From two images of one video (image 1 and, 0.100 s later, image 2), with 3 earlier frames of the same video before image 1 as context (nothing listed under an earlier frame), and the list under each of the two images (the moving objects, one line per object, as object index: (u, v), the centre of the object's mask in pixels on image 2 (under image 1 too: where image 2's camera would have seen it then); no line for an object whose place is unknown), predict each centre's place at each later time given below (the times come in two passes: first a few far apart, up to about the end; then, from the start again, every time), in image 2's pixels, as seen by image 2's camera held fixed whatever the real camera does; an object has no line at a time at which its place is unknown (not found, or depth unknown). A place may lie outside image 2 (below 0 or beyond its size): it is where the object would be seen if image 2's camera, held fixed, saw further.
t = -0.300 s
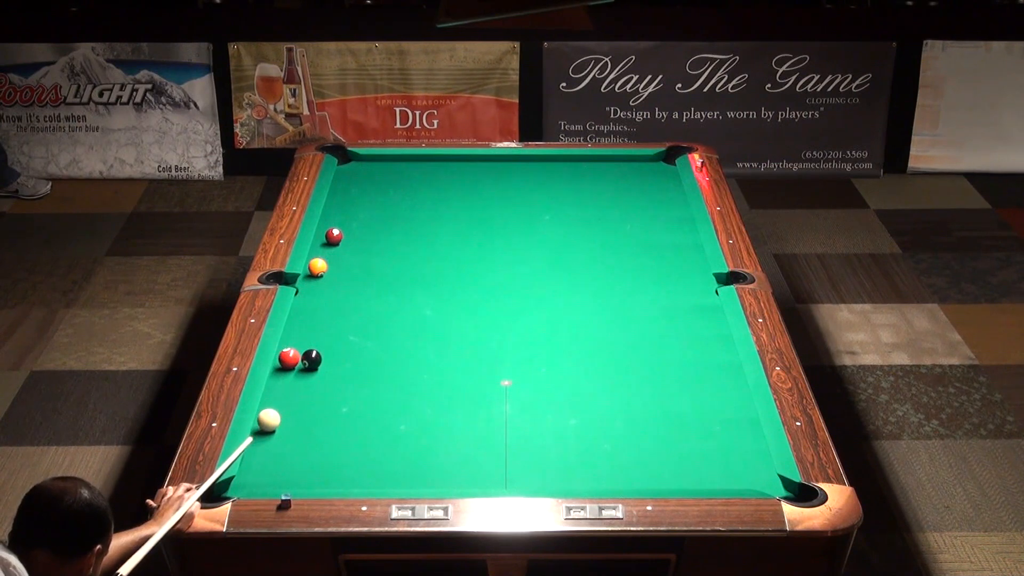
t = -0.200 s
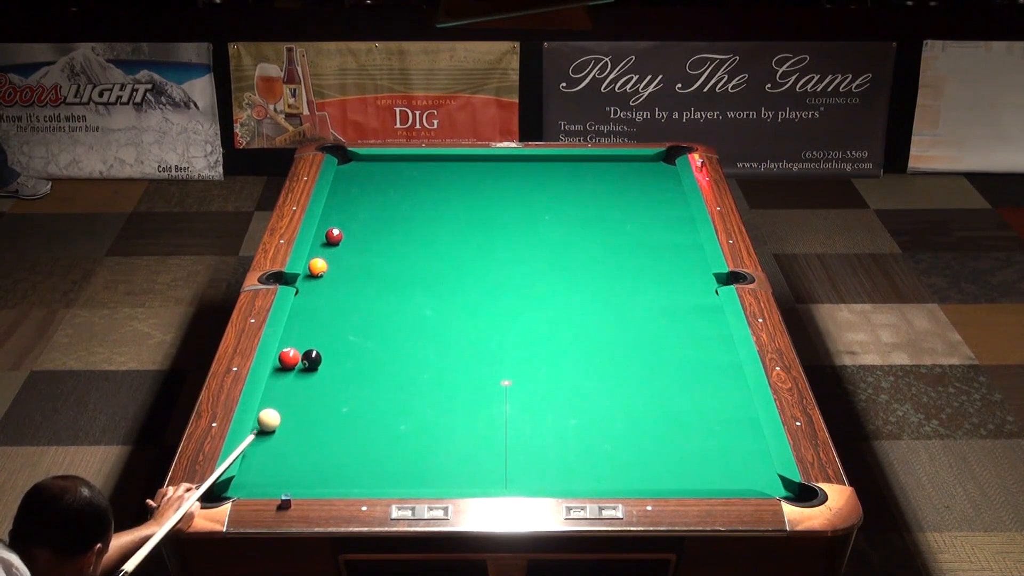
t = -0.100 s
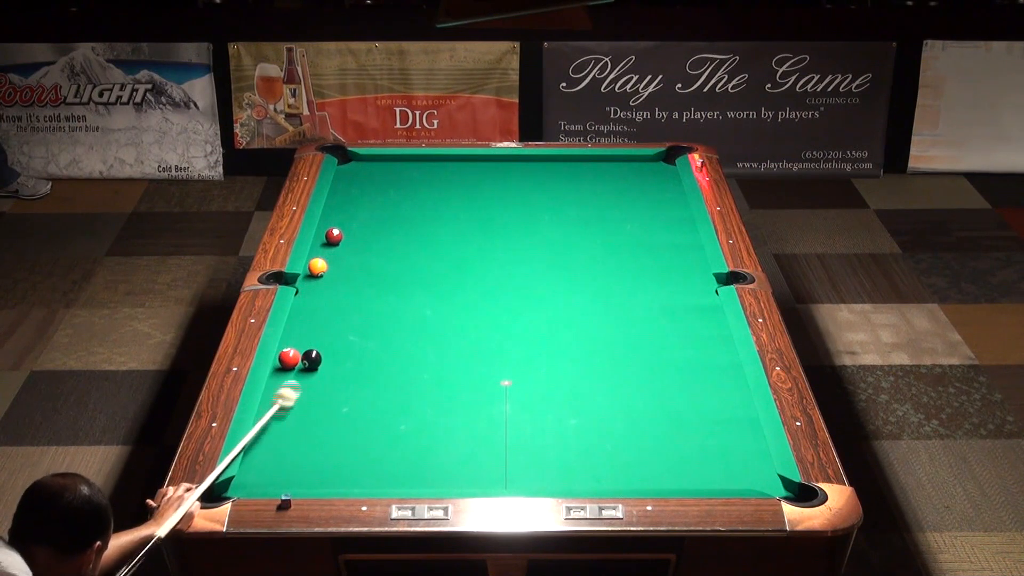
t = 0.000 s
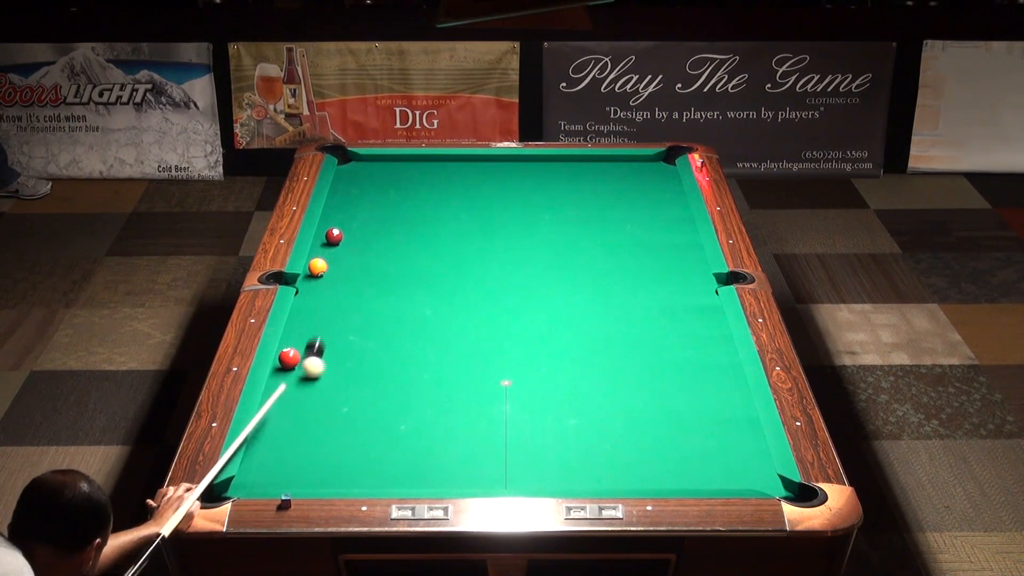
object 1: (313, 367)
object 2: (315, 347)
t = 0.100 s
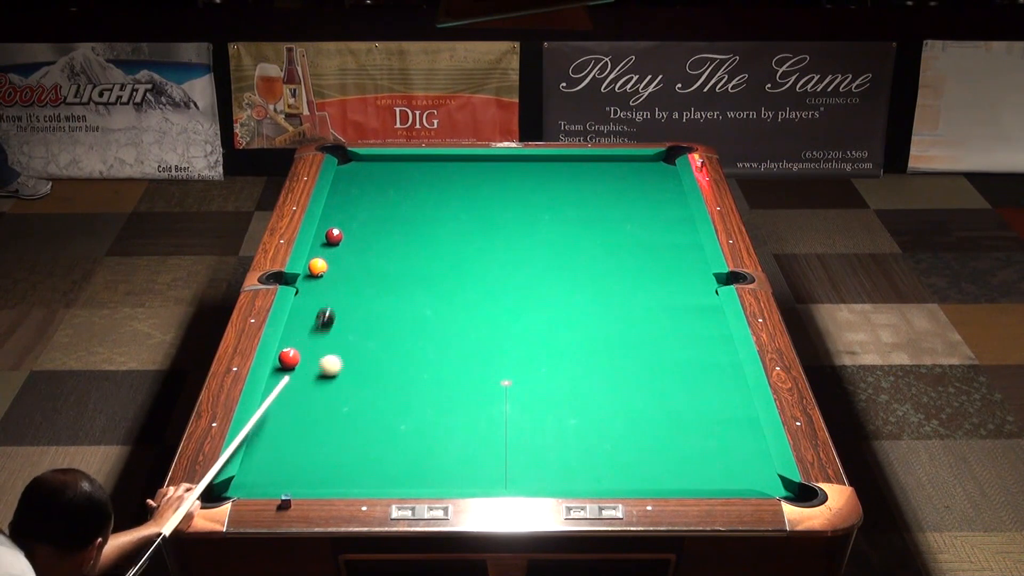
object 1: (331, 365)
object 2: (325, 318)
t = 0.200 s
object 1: (348, 359)
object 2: (334, 292)
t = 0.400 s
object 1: (384, 342)
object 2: (347, 254)
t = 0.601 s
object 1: (417, 325)
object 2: (358, 221)
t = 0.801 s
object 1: (449, 309)
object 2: (368, 192)
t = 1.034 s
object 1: (482, 292)
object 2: (377, 163)
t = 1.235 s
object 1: (509, 278)
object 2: (377, 171)
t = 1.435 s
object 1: (534, 266)
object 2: (375, 184)
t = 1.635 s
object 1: (557, 254)
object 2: (373, 199)
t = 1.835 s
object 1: (579, 243)
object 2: (370, 214)
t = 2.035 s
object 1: (599, 233)
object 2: (368, 230)
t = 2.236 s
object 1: (619, 223)
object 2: (366, 246)
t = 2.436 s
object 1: (637, 214)
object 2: (363, 263)
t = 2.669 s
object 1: (657, 204)
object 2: (360, 283)
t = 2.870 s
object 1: (673, 196)
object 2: (357, 301)
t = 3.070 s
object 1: (670, 190)
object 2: (354, 320)
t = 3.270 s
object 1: (661, 185)
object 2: (351, 339)
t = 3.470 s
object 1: (652, 181)
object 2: (349, 359)
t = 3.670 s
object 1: (643, 176)
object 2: (346, 380)
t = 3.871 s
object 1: (636, 172)
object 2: (343, 401)
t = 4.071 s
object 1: (628, 169)
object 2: (340, 423)
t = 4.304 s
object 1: (621, 165)
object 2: (337, 449)
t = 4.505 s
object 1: (614, 161)
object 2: (334, 473)
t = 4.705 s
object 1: (609, 158)
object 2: (333, 480)
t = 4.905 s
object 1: (607, 160)
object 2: (337, 470)
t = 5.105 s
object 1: (605, 161)
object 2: (340, 457)
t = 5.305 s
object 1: (604, 162)
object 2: (343, 446)
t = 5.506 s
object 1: (602, 163)
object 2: (345, 436)
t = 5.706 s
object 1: (602, 163)
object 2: (348, 427)
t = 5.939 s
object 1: (601, 163)
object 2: (351, 417)
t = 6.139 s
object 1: (600, 164)
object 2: (353, 410)
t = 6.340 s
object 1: (600, 164)
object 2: (355, 403)
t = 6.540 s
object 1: (600, 164)
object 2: (356, 397)
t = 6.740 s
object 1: (600, 164)
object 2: (357, 391)
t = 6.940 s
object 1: (600, 164)
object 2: (357, 386)
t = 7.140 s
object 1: (600, 164)
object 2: (357, 382)
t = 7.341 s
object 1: (600, 164)
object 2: (357, 379)
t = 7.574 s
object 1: (600, 164)
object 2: (356, 375)
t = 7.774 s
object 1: (600, 164)
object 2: (356, 373)
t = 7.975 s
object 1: (600, 164)
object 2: (356, 372)
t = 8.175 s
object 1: (600, 164)
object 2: (355, 370)
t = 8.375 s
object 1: (600, 164)
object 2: (355, 370)
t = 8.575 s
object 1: (600, 164)
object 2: (355, 370)
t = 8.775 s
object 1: (600, 164)
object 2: (355, 370)
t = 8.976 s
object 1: (600, 164)
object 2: (355, 370)
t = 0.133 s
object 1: (336, 364)
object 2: (328, 309)
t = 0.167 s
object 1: (342, 362)
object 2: (331, 300)
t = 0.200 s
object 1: (348, 359)
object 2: (334, 292)
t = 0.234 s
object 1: (354, 357)
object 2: (336, 285)
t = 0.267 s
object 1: (360, 354)
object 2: (339, 278)
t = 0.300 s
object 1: (367, 351)
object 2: (341, 272)
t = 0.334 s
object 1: (373, 348)
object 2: (343, 266)
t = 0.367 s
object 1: (378, 345)
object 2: (345, 260)
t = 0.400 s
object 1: (384, 342)
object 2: (347, 254)
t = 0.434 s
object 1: (390, 339)
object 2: (349, 249)
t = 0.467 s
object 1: (395, 336)
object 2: (351, 243)
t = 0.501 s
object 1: (401, 333)
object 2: (353, 237)
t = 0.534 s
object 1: (407, 330)
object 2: (355, 232)
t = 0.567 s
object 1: (412, 328)
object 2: (356, 226)
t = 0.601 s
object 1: (417, 325)
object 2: (358, 221)
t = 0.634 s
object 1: (423, 322)
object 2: (360, 216)
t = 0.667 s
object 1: (428, 320)
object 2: (361, 211)
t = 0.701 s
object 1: (433, 317)
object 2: (363, 206)
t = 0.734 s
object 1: (438, 314)
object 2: (365, 201)
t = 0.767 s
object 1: (443, 312)
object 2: (366, 197)
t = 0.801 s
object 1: (449, 309)
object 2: (368, 192)
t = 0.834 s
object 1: (454, 307)
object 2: (369, 188)
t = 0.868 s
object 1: (458, 304)
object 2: (371, 183)
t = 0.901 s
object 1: (463, 302)
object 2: (372, 179)
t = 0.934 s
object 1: (468, 299)
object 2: (373, 175)
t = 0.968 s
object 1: (473, 297)
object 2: (375, 170)
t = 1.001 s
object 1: (478, 294)
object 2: (376, 167)
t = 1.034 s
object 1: (482, 292)
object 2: (377, 163)
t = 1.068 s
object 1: (487, 290)
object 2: (379, 160)
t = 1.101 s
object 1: (491, 287)
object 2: (379, 161)
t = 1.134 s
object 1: (496, 285)
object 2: (378, 164)
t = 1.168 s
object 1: (500, 283)
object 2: (378, 166)
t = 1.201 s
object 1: (505, 281)
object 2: (377, 168)
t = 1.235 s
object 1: (509, 278)
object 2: (377, 171)
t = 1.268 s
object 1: (513, 276)
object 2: (377, 173)
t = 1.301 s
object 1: (517, 274)
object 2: (376, 175)
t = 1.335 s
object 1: (522, 272)
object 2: (376, 177)
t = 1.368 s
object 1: (526, 270)
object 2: (376, 180)
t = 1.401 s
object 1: (530, 268)
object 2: (375, 182)
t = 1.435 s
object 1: (534, 266)
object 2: (375, 184)
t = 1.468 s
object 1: (538, 264)
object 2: (374, 187)
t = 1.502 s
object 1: (542, 262)
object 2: (374, 190)
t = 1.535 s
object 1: (546, 260)
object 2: (374, 192)
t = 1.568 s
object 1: (549, 258)
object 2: (373, 194)
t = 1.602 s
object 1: (553, 256)
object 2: (373, 197)
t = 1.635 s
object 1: (557, 254)
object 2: (373, 199)
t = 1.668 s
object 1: (561, 252)
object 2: (372, 202)
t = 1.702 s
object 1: (564, 250)
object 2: (372, 204)
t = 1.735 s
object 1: (568, 248)
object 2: (372, 207)
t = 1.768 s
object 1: (571, 247)
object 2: (371, 209)
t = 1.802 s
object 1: (575, 245)
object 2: (371, 212)
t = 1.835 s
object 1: (579, 243)
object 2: (370, 214)
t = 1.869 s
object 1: (582, 241)
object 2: (370, 217)
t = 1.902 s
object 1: (586, 240)
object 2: (370, 219)
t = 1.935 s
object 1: (589, 238)
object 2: (369, 222)
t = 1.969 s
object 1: (593, 236)
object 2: (369, 225)
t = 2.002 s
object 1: (596, 234)
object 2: (368, 227)
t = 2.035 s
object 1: (599, 233)
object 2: (368, 230)
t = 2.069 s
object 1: (603, 231)
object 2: (368, 233)
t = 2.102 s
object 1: (606, 229)
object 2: (367, 235)
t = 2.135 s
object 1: (609, 228)
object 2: (367, 238)
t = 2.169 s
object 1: (612, 226)
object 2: (366, 241)
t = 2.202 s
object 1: (615, 225)
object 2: (366, 243)
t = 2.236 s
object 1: (619, 223)
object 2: (366, 246)
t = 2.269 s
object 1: (622, 221)
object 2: (365, 249)
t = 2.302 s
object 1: (625, 220)
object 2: (365, 252)
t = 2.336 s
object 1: (628, 219)
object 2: (364, 254)
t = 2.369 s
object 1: (631, 217)
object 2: (364, 257)
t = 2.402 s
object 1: (634, 216)
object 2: (363, 260)
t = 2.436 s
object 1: (637, 214)
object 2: (363, 263)
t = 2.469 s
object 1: (640, 213)
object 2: (362, 266)
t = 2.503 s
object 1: (643, 211)
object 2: (362, 269)
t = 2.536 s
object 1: (645, 210)
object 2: (361, 272)
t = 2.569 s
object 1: (648, 209)
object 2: (361, 275)
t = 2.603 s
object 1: (651, 207)
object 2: (360, 277)
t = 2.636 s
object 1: (654, 206)
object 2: (360, 280)
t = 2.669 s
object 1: (657, 204)
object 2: (360, 283)
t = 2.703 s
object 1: (659, 203)
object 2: (359, 286)
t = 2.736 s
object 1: (662, 202)
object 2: (359, 289)
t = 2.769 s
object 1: (665, 200)
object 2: (358, 292)
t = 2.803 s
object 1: (667, 199)
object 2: (358, 295)
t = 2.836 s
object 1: (670, 198)
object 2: (357, 298)
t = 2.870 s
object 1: (673, 196)
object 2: (357, 301)
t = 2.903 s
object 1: (675, 195)
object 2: (356, 304)
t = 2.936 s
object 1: (677, 194)
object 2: (356, 307)
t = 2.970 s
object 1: (675, 193)
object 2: (356, 310)
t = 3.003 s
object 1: (674, 192)
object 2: (355, 314)
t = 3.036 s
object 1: (672, 191)
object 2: (355, 317)
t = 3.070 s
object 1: (670, 190)
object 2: (354, 320)
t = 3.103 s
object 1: (669, 190)
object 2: (353, 323)
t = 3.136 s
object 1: (667, 189)
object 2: (353, 326)
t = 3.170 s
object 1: (665, 188)
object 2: (353, 329)
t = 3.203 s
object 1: (664, 187)
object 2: (352, 333)
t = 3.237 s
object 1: (662, 186)
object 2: (352, 336)
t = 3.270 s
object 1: (661, 185)
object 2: (351, 339)
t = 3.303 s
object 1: (659, 185)
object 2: (351, 342)
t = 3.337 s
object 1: (658, 184)
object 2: (351, 346)
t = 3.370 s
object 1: (656, 183)
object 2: (350, 349)
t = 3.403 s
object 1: (655, 182)
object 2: (350, 352)
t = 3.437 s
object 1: (653, 182)
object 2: (349, 355)
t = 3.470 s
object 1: (652, 181)
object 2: (349, 359)
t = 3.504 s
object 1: (650, 180)
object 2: (349, 362)
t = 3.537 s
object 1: (649, 179)
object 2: (348, 366)
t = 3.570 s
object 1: (648, 179)
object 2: (348, 369)
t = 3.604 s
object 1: (646, 178)
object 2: (347, 373)
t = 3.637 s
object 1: (645, 177)
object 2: (347, 376)
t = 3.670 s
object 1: (643, 176)
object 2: (346, 380)
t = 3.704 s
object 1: (642, 176)
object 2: (346, 383)
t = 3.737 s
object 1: (641, 175)
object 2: (345, 387)
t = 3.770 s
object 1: (639, 174)
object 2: (345, 390)
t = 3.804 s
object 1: (638, 174)
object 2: (344, 394)
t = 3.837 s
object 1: (637, 173)
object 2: (344, 397)
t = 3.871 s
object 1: (636, 172)
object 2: (343, 401)
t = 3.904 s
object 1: (634, 172)
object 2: (343, 405)
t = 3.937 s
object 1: (633, 171)
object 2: (342, 408)
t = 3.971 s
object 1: (632, 170)
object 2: (342, 412)
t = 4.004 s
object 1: (630, 170)
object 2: (341, 415)
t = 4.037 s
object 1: (630, 169)
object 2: (341, 419)
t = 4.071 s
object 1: (628, 169)
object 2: (340, 423)
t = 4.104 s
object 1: (627, 168)
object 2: (340, 427)
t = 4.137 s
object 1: (626, 167)
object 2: (339, 431)
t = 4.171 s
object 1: (625, 167)
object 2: (339, 434)
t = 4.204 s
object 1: (624, 166)
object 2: (338, 438)
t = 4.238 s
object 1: (623, 166)
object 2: (338, 442)
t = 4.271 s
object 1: (622, 165)
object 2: (338, 445)
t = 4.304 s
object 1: (621, 165)
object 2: (337, 449)
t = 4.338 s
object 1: (619, 164)
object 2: (336, 454)
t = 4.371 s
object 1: (618, 163)
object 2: (336, 457)
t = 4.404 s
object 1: (617, 163)
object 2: (335, 461)
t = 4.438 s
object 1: (617, 162)
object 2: (335, 464)
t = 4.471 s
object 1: (615, 162)
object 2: (334, 469)
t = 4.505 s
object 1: (614, 161)
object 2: (334, 473)
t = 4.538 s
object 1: (614, 161)
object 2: (333, 476)
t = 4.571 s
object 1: (613, 160)
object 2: (333, 479)
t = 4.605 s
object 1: (612, 160)
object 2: (332, 481)
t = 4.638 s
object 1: (611, 159)
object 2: (332, 483)
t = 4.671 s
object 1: (610, 159)
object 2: (332, 482)
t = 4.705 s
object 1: (609, 158)
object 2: (333, 480)
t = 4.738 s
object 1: (609, 159)
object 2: (334, 479)
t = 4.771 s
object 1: (608, 159)
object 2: (334, 478)
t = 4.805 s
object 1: (608, 159)
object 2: (335, 476)
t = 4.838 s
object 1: (608, 159)
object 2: (335, 474)
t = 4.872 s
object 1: (607, 159)
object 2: (336, 472)
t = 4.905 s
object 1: (607, 160)
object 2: (337, 470)
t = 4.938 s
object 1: (606, 160)
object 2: (337, 468)
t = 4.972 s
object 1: (606, 160)
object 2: (338, 466)
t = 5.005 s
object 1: (606, 160)
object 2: (338, 464)
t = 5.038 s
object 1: (605, 160)
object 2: (339, 461)
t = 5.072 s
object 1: (605, 161)
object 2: (339, 460)
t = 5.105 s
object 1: (605, 161)
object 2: (340, 457)
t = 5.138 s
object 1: (605, 161)
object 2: (340, 456)
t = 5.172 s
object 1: (604, 161)
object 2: (341, 454)
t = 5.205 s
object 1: (604, 161)
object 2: (341, 451)
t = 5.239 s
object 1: (604, 162)
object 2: (342, 450)
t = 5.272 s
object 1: (604, 162)
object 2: (342, 448)
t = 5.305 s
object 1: (604, 162)
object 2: (343, 446)
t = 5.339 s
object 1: (603, 162)
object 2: (343, 445)
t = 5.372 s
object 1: (603, 162)
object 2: (343, 443)
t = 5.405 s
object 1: (603, 162)
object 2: (344, 441)
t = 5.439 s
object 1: (603, 162)
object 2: (344, 440)
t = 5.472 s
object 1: (602, 163)
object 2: (345, 438)
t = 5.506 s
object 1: (602, 163)
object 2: (345, 436)
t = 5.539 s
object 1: (602, 163)
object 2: (346, 435)
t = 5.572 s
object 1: (602, 163)
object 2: (346, 433)
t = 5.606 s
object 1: (602, 163)
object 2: (346, 431)
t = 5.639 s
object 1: (602, 163)
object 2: (347, 430)
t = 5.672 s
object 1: (602, 163)
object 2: (347, 429)
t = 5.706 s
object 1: (602, 163)
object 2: (348, 427)
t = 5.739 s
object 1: (601, 163)
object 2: (348, 426)
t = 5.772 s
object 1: (601, 163)
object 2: (349, 424)
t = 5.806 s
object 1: (601, 163)
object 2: (349, 423)
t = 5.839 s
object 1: (601, 163)
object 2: (349, 421)
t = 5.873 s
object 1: (601, 163)
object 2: (350, 420)
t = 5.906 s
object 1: (601, 163)
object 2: (350, 418)
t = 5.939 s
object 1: (601, 163)
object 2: (351, 417)
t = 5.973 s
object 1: (601, 163)
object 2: (351, 416)
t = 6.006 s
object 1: (601, 163)
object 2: (352, 415)
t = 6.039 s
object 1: (601, 163)
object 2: (352, 414)
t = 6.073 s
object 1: (601, 164)
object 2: (352, 412)
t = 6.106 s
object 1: (600, 163)
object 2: (353, 411)
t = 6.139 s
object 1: (600, 164)
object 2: (353, 410)
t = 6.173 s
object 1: (600, 163)
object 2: (354, 409)
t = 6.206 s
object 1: (600, 164)
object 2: (354, 408)
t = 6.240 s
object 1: (600, 164)
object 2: (354, 407)
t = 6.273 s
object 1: (600, 164)
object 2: (355, 405)
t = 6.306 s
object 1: (600, 164)
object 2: (355, 404)
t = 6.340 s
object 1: (600, 164)
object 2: (355, 403)
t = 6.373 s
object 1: (600, 164)
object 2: (355, 402)
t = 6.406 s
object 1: (600, 164)
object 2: (356, 401)
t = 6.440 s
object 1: (600, 164)
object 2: (356, 400)
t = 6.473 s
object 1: (600, 164)
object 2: (356, 399)
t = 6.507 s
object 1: (600, 164)
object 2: (356, 398)
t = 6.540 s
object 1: (600, 164)
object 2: (356, 397)
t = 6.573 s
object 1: (600, 164)
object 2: (357, 396)
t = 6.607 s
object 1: (600, 164)
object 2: (357, 395)
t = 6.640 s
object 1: (600, 164)
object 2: (357, 394)
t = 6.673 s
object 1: (600, 164)
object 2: (357, 393)
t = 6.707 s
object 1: (600, 164)
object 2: (357, 392)
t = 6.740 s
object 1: (600, 164)
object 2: (357, 391)
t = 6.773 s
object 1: (600, 164)
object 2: (357, 390)
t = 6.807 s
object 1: (600, 164)
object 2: (357, 390)
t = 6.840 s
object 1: (600, 164)
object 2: (357, 389)
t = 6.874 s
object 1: (600, 164)
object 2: (357, 388)
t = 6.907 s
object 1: (600, 164)
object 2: (357, 387)
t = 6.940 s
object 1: (600, 164)
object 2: (357, 386)
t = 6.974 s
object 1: (600, 164)
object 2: (357, 386)
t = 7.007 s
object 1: (600, 164)
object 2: (357, 385)
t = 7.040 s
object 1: (600, 164)
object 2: (357, 384)
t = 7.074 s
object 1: (600, 164)
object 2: (357, 384)
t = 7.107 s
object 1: (600, 164)
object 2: (357, 383)
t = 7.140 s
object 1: (600, 164)
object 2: (357, 382)
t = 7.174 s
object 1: (600, 164)
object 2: (357, 381)
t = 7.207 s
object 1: (600, 164)
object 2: (357, 381)
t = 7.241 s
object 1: (600, 164)
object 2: (357, 380)
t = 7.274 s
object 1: (600, 164)
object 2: (357, 380)
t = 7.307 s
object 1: (600, 164)
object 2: (357, 379)
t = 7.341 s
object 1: (600, 164)
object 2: (357, 379)
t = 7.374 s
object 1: (600, 164)
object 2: (357, 378)
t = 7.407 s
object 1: (600, 164)
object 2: (357, 378)
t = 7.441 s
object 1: (600, 163)
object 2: (357, 377)
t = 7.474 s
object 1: (600, 164)
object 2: (357, 376)
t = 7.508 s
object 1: (600, 164)
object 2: (357, 376)
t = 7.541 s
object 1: (600, 163)
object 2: (356, 376)
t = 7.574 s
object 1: (600, 164)
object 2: (356, 375)
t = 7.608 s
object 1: (600, 164)
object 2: (356, 375)
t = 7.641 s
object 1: (600, 164)
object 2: (356, 375)
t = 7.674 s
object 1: (600, 164)
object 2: (356, 374)
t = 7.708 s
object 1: (600, 164)
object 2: (356, 374)
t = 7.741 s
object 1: (600, 164)
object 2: (356, 373)
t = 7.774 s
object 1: (600, 164)
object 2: (356, 373)
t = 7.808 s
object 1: (600, 164)
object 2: (356, 373)
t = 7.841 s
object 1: (600, 164)
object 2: (356, 372)
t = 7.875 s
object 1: (600, 164)
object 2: (356, 372)
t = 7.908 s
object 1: (600, 164)
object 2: (356, 372)
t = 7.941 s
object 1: (600, 164)
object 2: (356, 372)
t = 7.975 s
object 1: (600, 164)
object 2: (356, 372)
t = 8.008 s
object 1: (600, 164)
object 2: (356, 371)
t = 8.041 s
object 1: (600, 163)
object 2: (355, 371)
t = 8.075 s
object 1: (600, 164)
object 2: (355, 371)
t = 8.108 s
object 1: (600, 164)
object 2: (355, 370)
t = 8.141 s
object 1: (600, 164)
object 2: (355, 370)
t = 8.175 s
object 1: (600, 164)
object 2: (355, 370)
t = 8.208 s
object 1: (600, 164)
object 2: (355, 370)
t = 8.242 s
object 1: (600, 164)
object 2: (355, 370)
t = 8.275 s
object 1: (600, 164)
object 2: (355, 370)
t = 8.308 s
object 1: (600, 164)
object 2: (355, 370)
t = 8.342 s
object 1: (600, 164)
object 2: (355, 370)
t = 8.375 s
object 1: (600, 164)
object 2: (355, 370)
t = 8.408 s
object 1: (600, 164)
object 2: (355, 370)
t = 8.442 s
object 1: (600, 164)
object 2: (355, 370)
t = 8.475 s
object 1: (600, 164)
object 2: (355, 370)
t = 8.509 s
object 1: (600, 164)
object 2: (355, 370)
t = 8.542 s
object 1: (600, 164)
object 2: (355, 370)
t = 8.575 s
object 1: (600, 164)
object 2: (355, 370)
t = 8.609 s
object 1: (600, 164)
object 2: (355, 370)
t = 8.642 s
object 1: (600, 164)
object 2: (355, 370)
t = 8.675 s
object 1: (600, 164)
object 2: (355, 370)
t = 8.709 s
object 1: (600, 164)
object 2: (355, 370)
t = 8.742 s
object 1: (600, 164)
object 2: (355, 370)
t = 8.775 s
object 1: (600, 164)
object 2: (355, 370)
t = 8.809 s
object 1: (600, 163)
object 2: (355, 370)
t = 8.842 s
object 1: (600, 163)
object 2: (355, 370)
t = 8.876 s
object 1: (600, 164)
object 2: (355, 370)
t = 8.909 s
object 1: (600, 163)
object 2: (355, 370)
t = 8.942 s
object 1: (600, 163)
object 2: (355, 370)
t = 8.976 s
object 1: (600, 164)
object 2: (355, 370)
